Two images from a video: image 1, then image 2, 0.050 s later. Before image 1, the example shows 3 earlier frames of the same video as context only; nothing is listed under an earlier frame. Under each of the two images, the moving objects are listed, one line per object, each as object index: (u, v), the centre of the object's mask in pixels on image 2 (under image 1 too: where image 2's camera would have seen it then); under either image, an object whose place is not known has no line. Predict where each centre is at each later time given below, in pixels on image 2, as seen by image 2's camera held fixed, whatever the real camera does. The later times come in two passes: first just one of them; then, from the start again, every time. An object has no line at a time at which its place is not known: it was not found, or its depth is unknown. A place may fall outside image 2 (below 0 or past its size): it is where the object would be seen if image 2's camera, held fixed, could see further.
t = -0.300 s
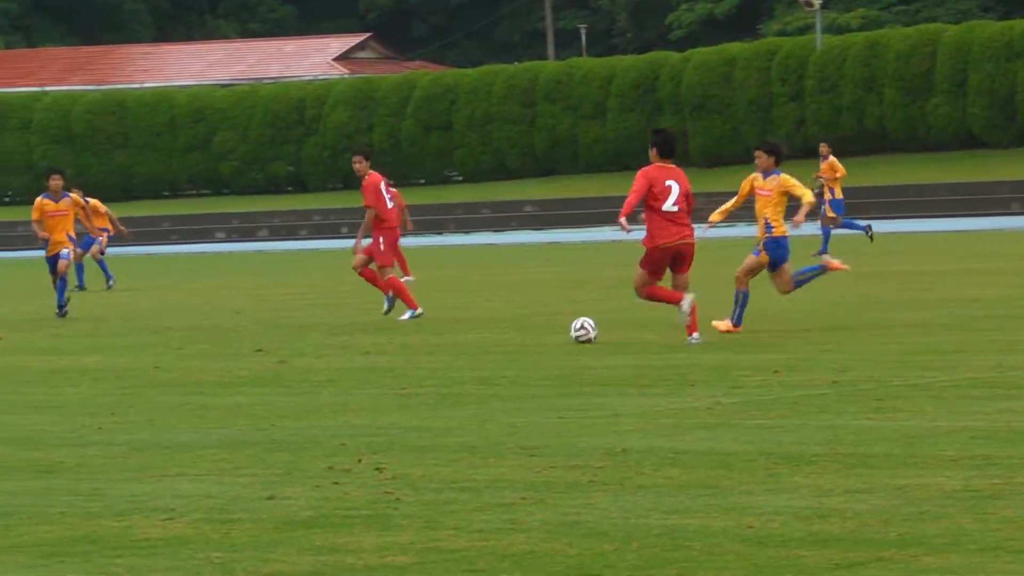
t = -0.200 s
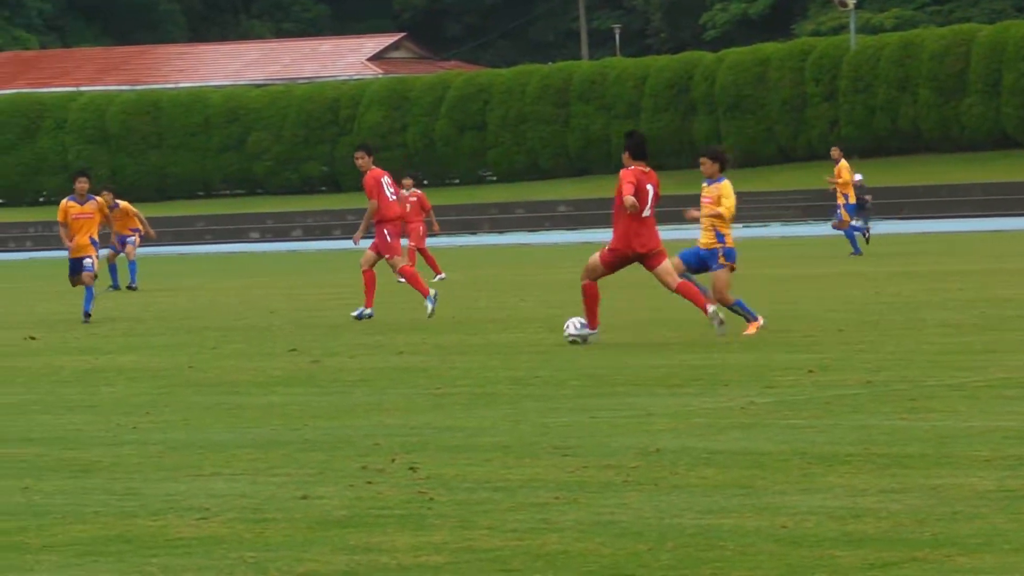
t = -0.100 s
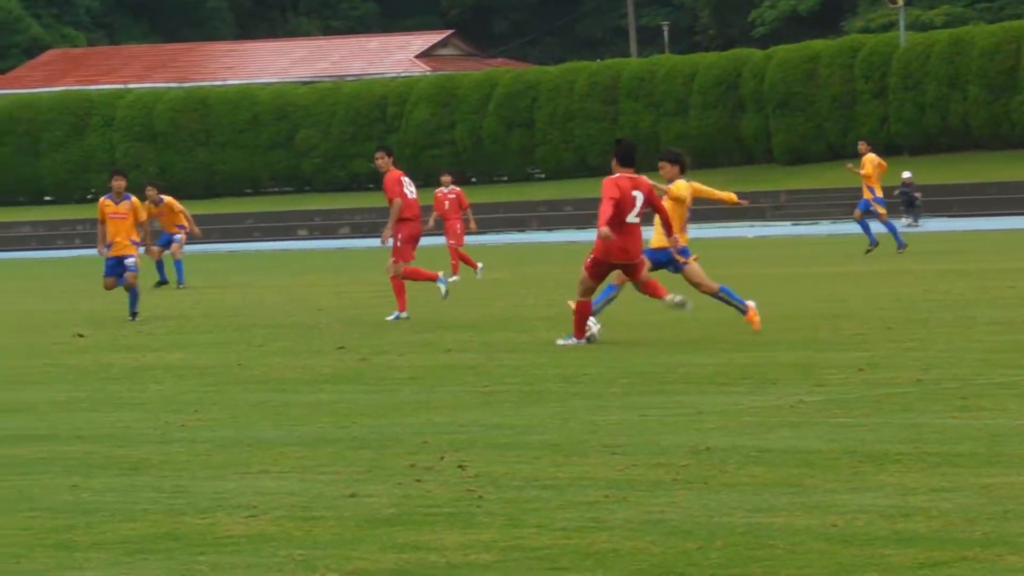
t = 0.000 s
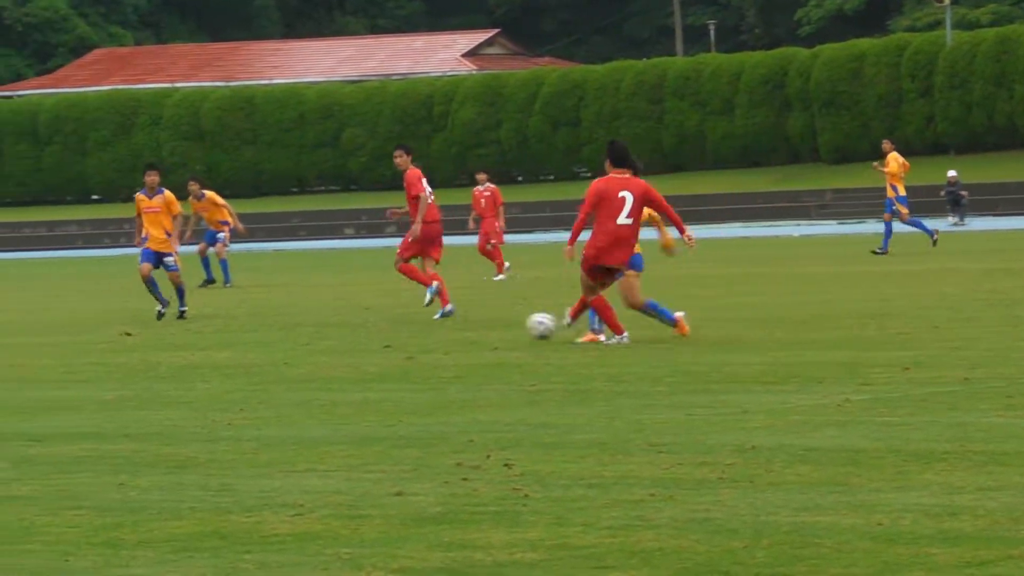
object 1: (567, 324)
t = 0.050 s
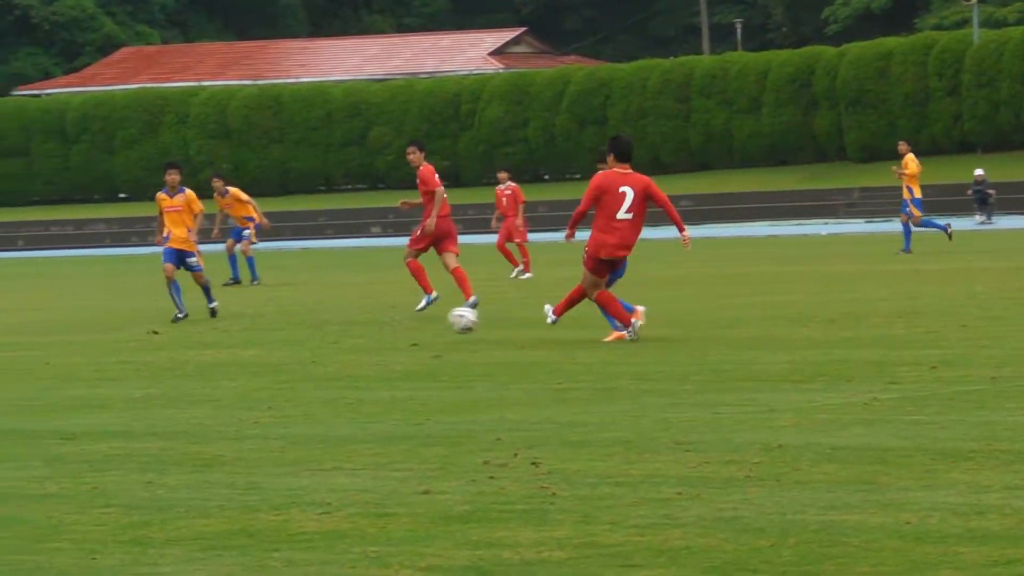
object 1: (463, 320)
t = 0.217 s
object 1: (140, 338)
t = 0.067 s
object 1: (431, 318)
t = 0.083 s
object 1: (397, 319)
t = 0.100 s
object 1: (364, 319)
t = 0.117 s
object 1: (331, 321)
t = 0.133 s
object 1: (299, 323)
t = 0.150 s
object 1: (267, 325)
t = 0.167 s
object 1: (235, 328)
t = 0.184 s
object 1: (203, 331)
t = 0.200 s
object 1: (171, 335)
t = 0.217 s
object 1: (140, 338)
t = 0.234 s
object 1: (111, 336)
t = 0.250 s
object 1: (82, 333)
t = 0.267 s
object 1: (53, 330)
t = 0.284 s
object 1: (25, 329)
